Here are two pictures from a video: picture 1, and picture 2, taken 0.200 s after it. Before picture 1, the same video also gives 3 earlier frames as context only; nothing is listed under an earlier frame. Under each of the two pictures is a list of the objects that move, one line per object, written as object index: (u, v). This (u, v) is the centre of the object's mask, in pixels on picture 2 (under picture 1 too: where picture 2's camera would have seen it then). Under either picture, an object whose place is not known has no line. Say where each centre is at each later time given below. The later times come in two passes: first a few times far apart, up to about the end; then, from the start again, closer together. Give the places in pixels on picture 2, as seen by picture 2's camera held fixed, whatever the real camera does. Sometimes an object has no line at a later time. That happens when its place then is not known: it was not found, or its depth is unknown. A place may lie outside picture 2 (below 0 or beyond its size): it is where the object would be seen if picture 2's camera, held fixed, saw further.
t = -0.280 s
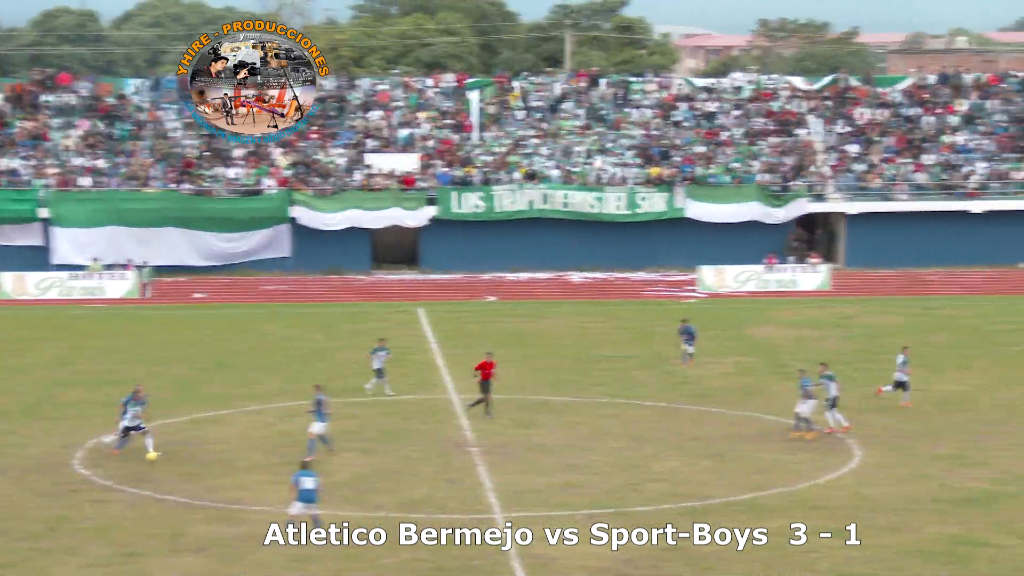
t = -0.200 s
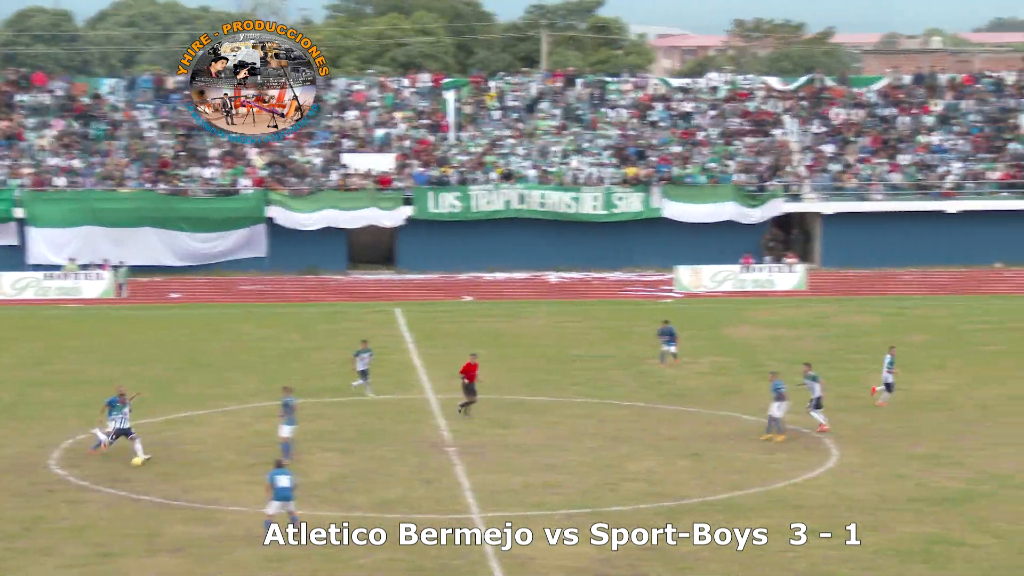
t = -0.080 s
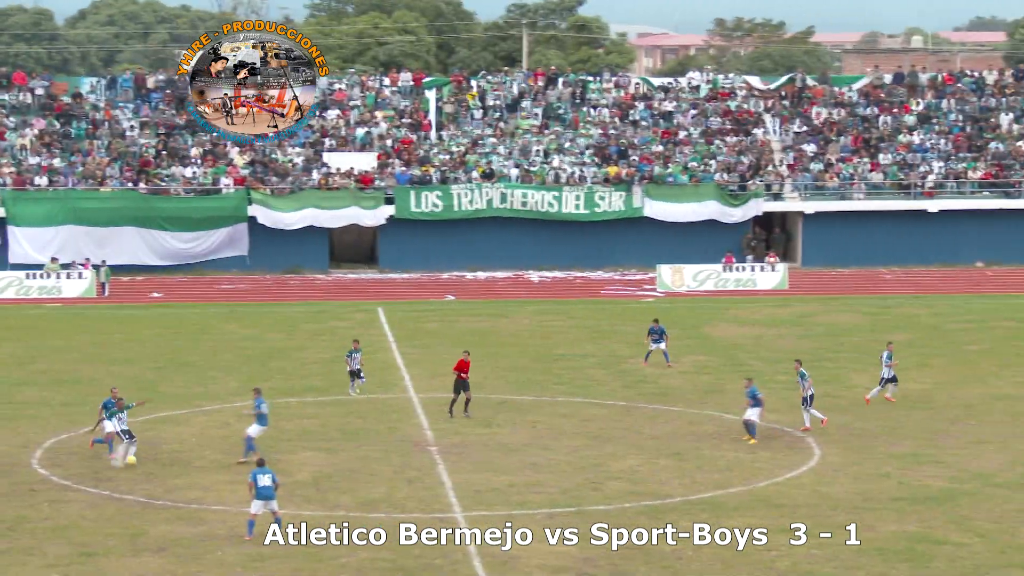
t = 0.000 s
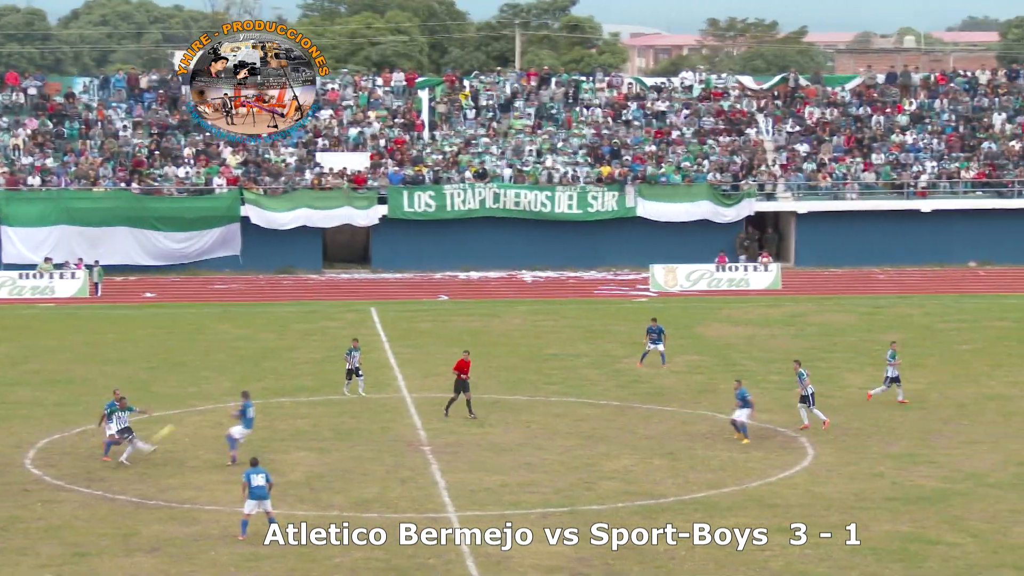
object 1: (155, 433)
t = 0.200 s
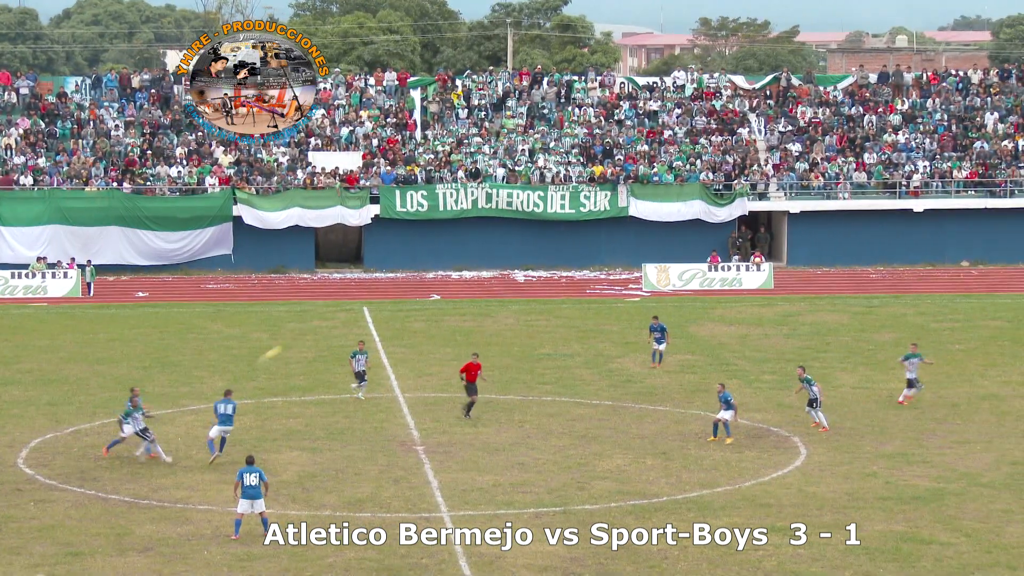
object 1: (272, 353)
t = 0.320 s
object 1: (337, 313)
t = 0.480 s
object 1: (421, 268)
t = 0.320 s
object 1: (337, 313)
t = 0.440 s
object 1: (399, 279)
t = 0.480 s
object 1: (421, 268)
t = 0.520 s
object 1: (440, 259)
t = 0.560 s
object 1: (459, 250)
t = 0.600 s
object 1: (478, 241)
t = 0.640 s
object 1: (497, 233)
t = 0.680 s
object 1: (515, 226)
